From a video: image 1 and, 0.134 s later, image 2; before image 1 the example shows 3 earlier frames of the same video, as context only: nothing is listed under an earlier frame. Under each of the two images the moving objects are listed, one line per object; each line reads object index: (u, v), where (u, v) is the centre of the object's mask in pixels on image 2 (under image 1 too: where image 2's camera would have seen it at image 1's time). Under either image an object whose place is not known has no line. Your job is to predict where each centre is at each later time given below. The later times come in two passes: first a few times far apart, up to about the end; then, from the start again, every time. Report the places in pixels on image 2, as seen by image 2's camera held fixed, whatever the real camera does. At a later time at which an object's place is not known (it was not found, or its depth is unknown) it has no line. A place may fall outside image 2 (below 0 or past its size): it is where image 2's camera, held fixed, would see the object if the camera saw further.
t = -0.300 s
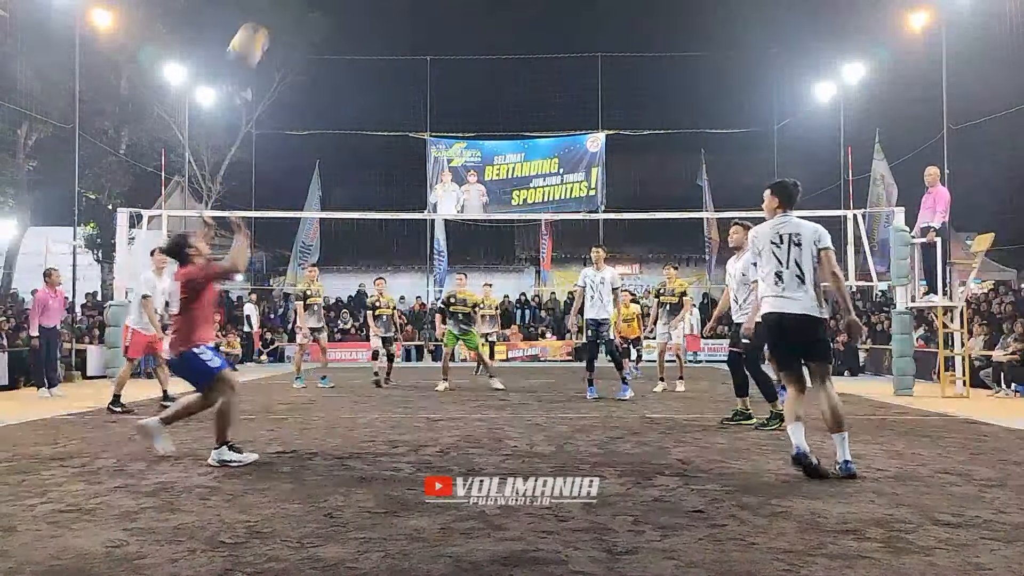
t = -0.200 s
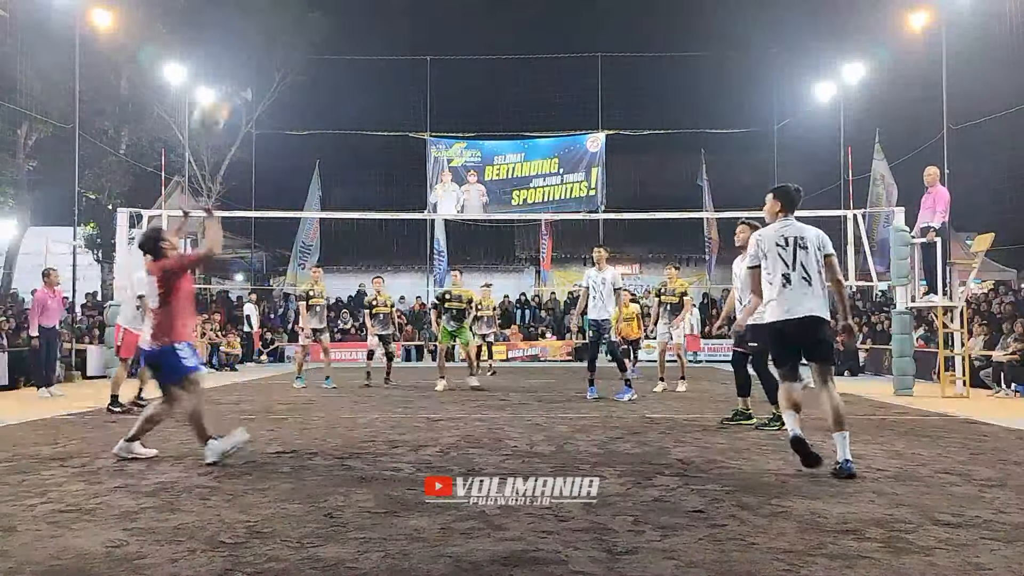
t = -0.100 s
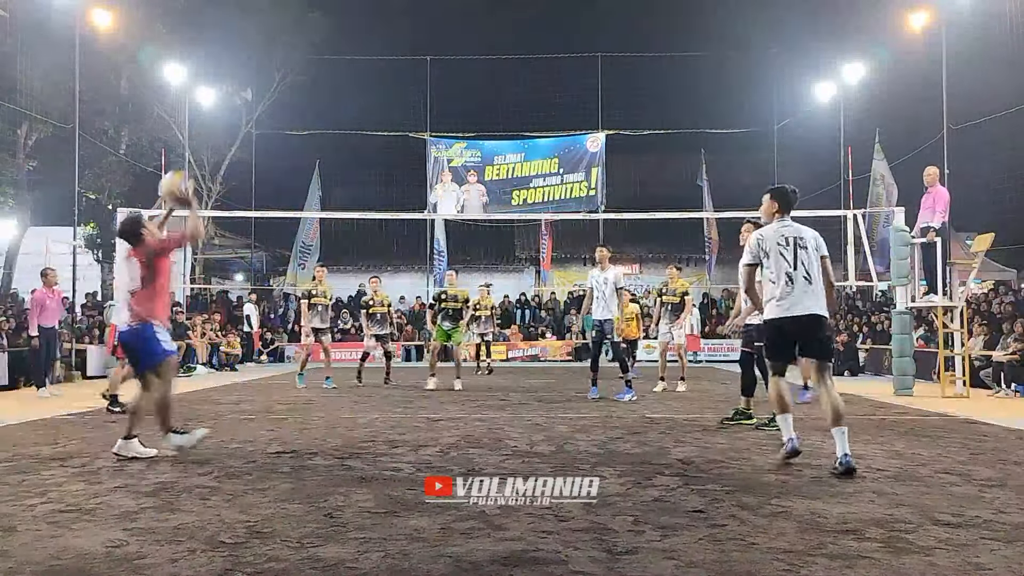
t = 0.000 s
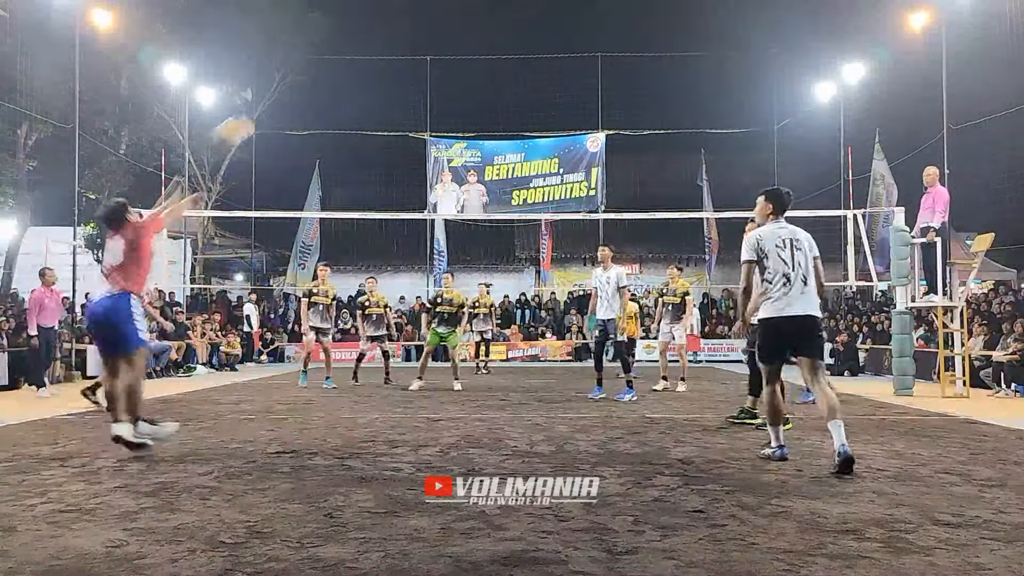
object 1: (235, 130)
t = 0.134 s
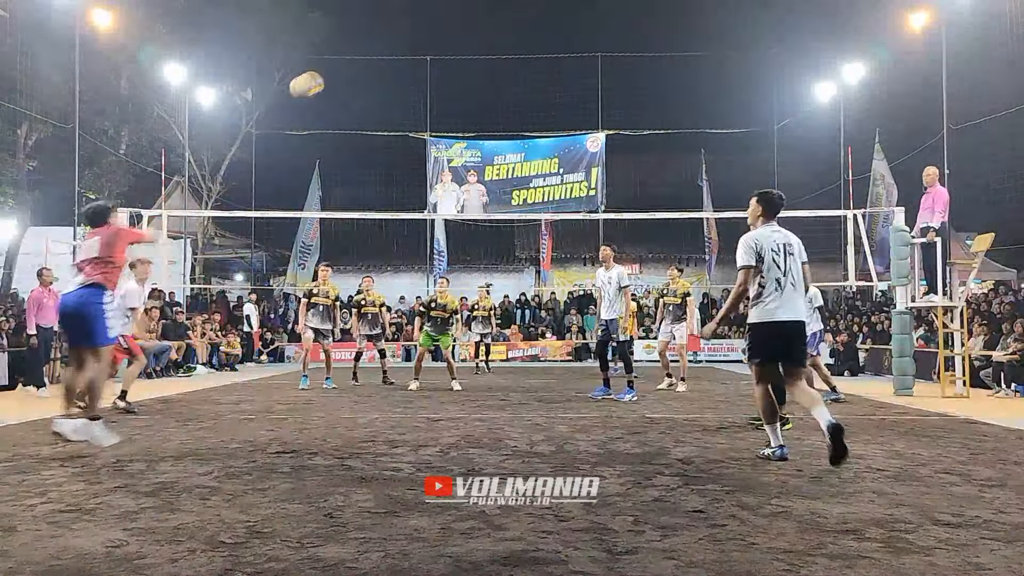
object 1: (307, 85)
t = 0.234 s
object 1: (349, 69)
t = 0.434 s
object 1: (413, 67)
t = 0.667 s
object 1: (466, 103)
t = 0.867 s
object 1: (499, 148)
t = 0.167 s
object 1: (321, 79)
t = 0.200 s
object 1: (335, 73)
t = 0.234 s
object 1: (349, 69)
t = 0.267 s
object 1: (360, 66)
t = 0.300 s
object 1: (373, 64)
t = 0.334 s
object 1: (384, 63)
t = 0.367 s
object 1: (393, 64)
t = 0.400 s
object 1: (403, 65)
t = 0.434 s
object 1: (413, 67)
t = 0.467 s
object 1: (421, 70)
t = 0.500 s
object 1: (429, 74)
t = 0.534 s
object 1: (437, 79)
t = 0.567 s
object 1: (444, 84)
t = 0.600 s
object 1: (452, 90)
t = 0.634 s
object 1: (459, 96)
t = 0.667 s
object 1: (466, 103)
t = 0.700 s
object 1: (472, 111)
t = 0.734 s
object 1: (478, 118)
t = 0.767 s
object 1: (484, 126)
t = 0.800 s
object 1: (489, 133)
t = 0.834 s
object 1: (495, 140)
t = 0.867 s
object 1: (499, 148)
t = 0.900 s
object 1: (506, 158)
